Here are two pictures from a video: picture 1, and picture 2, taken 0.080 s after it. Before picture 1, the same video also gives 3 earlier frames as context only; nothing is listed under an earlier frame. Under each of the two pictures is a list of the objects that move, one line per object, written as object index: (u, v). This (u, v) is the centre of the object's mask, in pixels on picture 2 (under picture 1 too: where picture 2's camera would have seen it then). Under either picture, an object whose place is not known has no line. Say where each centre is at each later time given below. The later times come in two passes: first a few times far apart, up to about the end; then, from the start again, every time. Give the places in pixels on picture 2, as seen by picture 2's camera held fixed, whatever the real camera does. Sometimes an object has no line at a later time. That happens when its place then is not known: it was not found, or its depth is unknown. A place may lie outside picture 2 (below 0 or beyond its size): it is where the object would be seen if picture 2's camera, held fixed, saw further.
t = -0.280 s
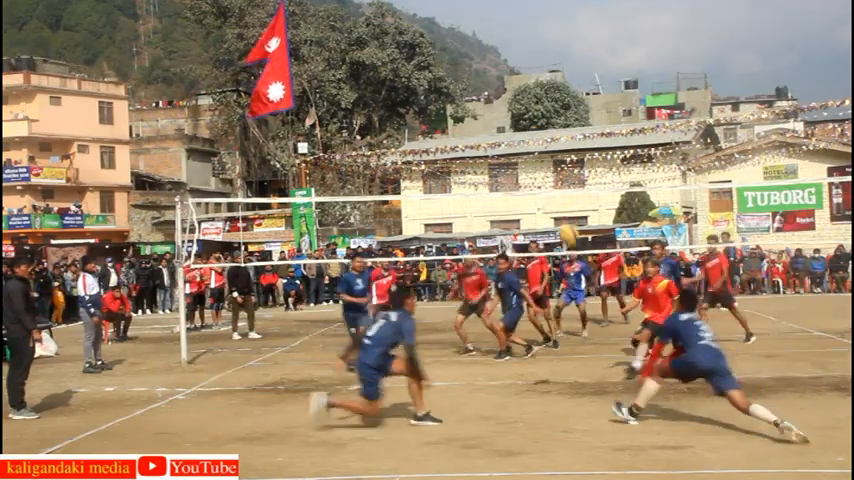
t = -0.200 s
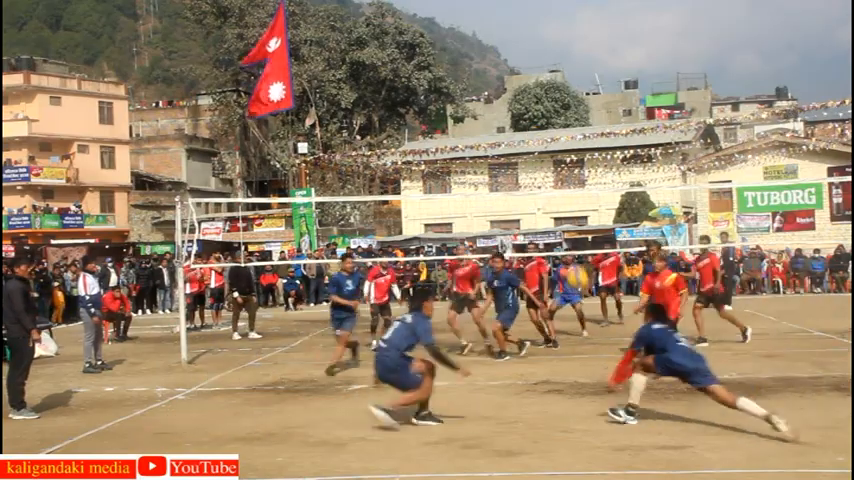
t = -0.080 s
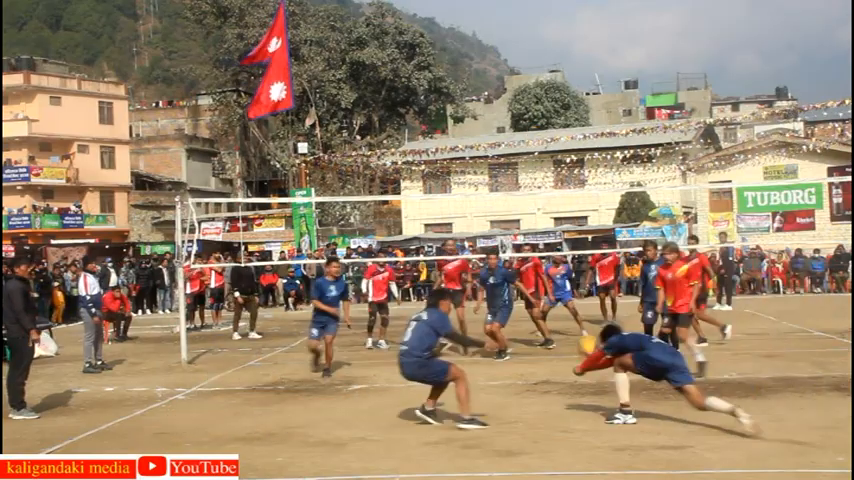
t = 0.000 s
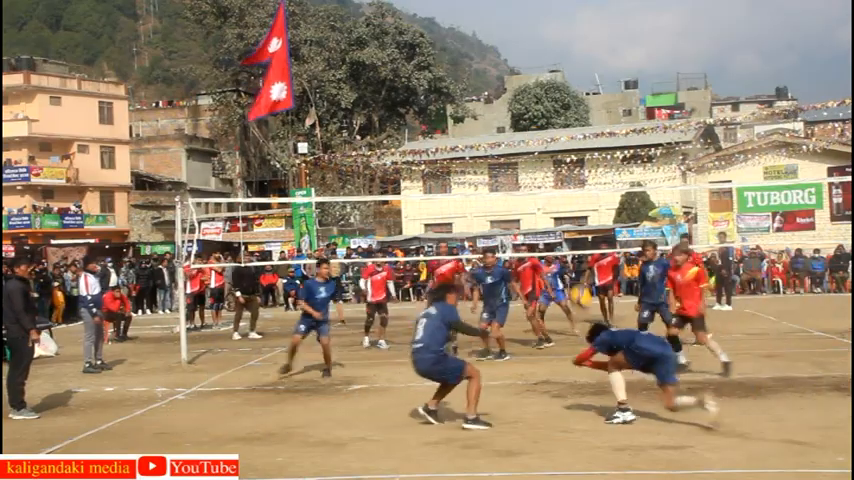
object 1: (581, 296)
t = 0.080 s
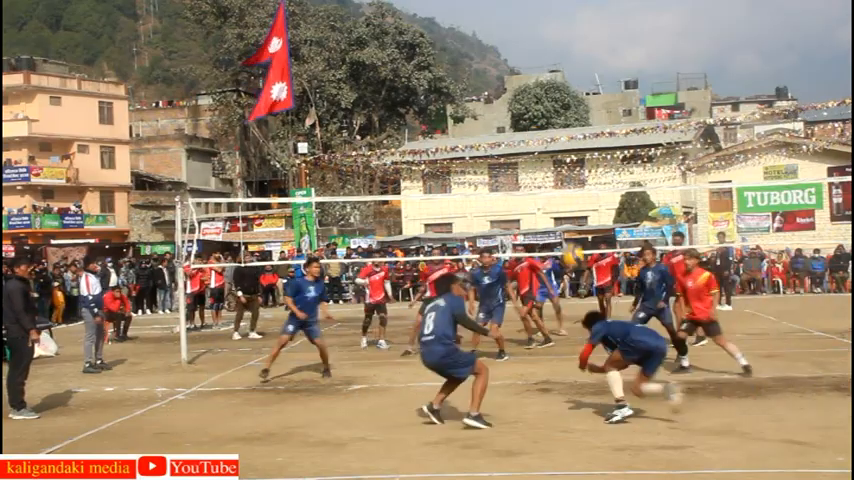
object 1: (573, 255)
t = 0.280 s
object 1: (556, 181)
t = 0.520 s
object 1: (540, 147)
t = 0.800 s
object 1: (525, 172)
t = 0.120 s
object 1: (570, 236)
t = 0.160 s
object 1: (566, 221)
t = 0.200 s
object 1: (562, 205)
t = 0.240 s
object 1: (558, 193)
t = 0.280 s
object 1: (556, 181)
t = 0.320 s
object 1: (552, 171)
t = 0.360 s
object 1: (551, 163)
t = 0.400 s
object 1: (547, 157)
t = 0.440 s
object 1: (545, 152)
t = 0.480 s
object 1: (542, 149)
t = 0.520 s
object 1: (540, 147)
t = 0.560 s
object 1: (537, 147)
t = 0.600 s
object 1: (535, 147)
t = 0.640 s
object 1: (534, 149)
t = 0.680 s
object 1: (531, 152)
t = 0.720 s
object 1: (530, 158)
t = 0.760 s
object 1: (528, 164)
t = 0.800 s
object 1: (525, 172)
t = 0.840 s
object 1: (524, 182)
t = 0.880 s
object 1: (522, 191)
